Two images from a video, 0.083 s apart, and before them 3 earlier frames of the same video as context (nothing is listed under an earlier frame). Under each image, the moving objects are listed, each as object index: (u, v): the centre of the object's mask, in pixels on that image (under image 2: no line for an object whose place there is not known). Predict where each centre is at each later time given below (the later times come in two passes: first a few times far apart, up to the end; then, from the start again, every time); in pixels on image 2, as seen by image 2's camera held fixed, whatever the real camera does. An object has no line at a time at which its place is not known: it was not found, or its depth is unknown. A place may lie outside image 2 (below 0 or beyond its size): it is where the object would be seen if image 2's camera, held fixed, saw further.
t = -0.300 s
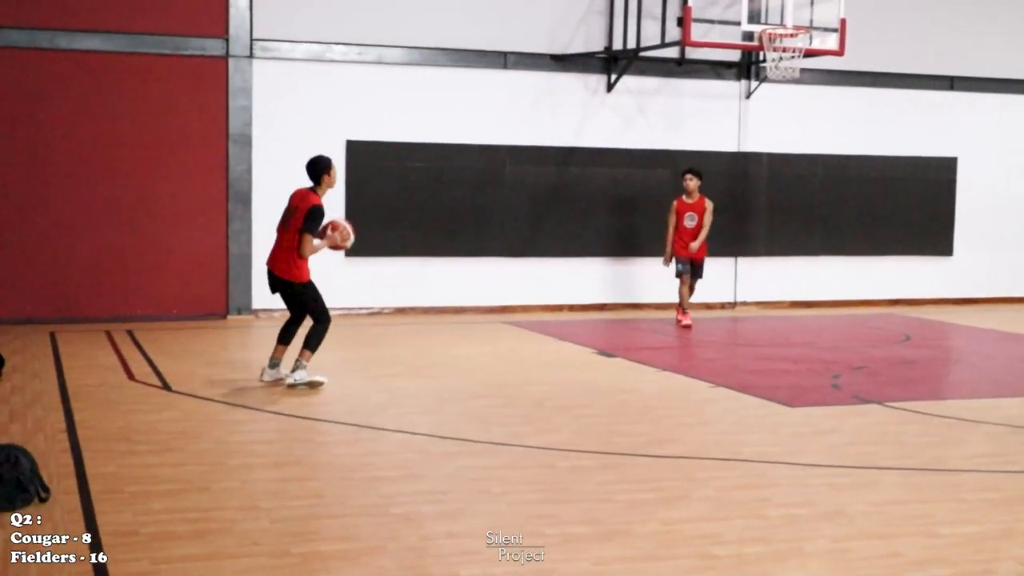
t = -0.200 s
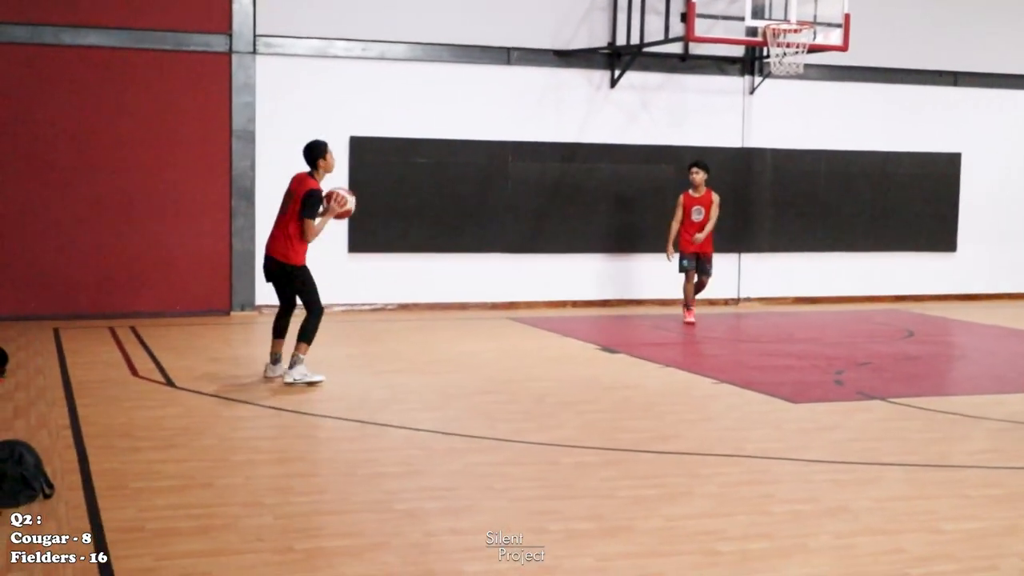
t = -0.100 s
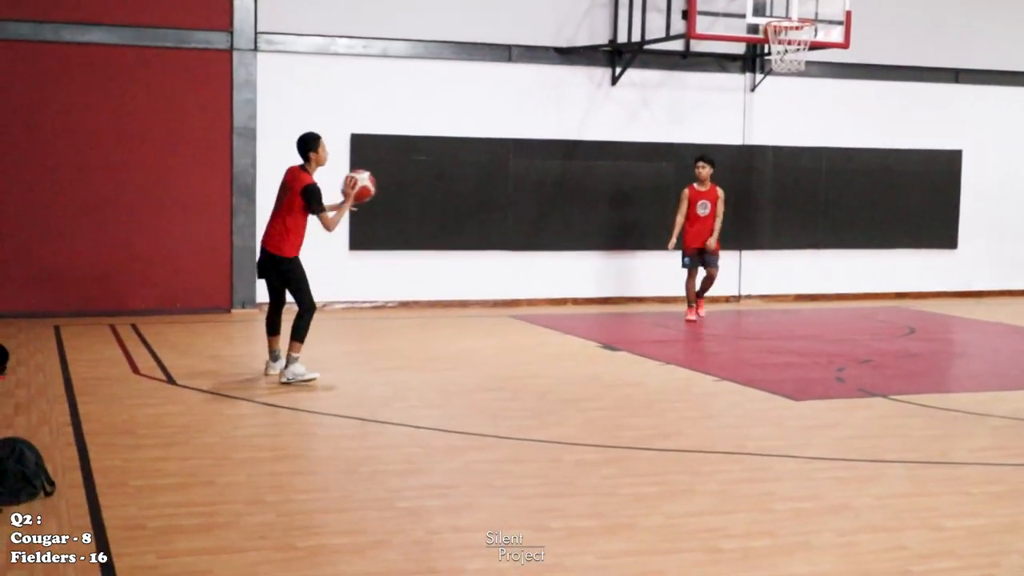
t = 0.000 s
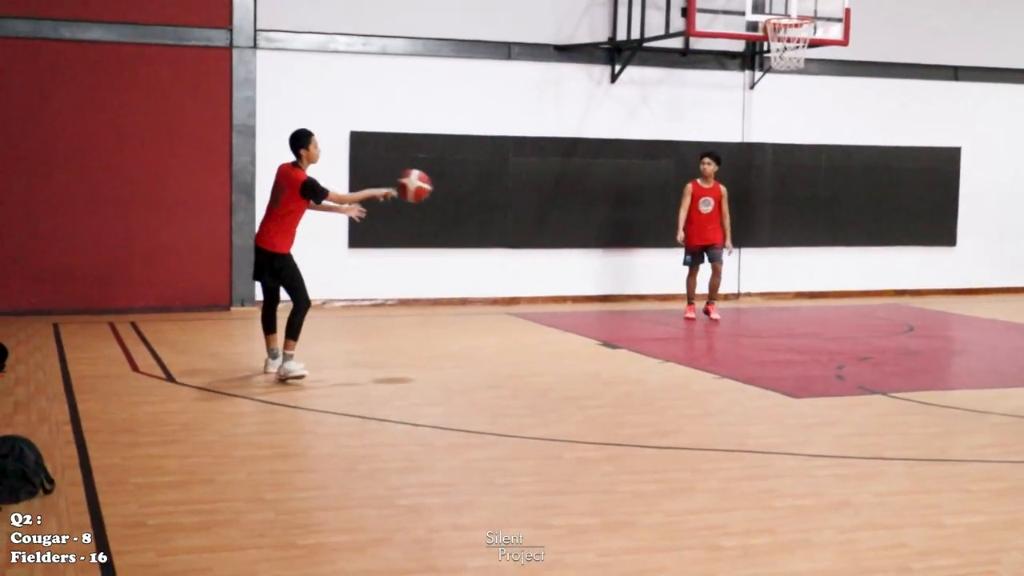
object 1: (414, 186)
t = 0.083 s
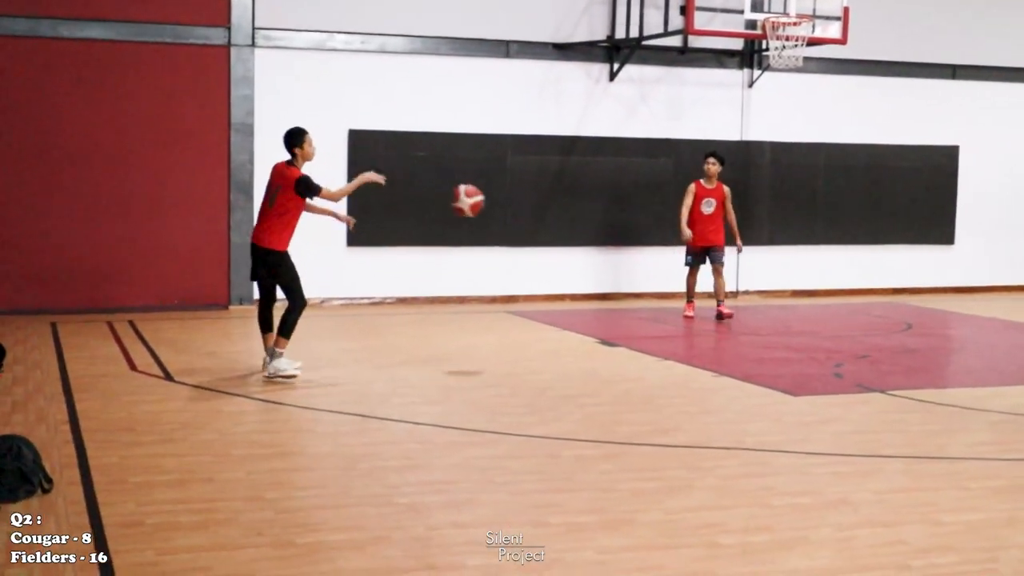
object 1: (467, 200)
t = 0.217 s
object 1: (549, 240)
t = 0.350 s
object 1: (621, 300)
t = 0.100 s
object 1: (478, 204)
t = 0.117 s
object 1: (489, 209)
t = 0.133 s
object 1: (499, 214)
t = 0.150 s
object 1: (509, 218)
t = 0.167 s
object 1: (520, 223)
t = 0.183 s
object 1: (530, 229)
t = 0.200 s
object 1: (539, 234)
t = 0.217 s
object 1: (549, 240)
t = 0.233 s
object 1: (559, 247)
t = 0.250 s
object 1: (568, 254)
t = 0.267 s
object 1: (578, 261)
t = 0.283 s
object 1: (587, 268)
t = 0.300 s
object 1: (596, 275)
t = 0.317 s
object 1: (605, 283)
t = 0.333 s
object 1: (614, 291)
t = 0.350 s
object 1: (621, 300)
